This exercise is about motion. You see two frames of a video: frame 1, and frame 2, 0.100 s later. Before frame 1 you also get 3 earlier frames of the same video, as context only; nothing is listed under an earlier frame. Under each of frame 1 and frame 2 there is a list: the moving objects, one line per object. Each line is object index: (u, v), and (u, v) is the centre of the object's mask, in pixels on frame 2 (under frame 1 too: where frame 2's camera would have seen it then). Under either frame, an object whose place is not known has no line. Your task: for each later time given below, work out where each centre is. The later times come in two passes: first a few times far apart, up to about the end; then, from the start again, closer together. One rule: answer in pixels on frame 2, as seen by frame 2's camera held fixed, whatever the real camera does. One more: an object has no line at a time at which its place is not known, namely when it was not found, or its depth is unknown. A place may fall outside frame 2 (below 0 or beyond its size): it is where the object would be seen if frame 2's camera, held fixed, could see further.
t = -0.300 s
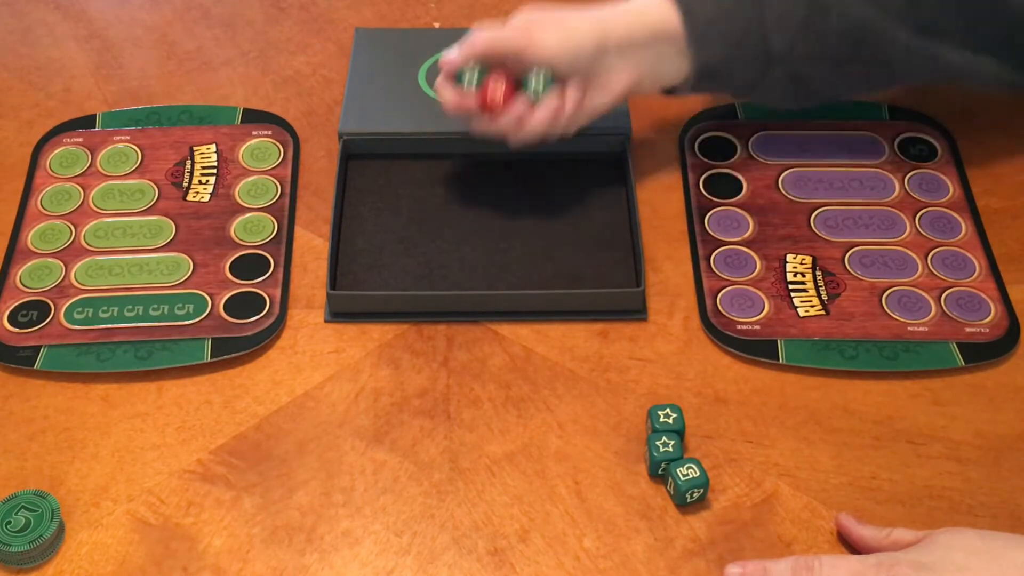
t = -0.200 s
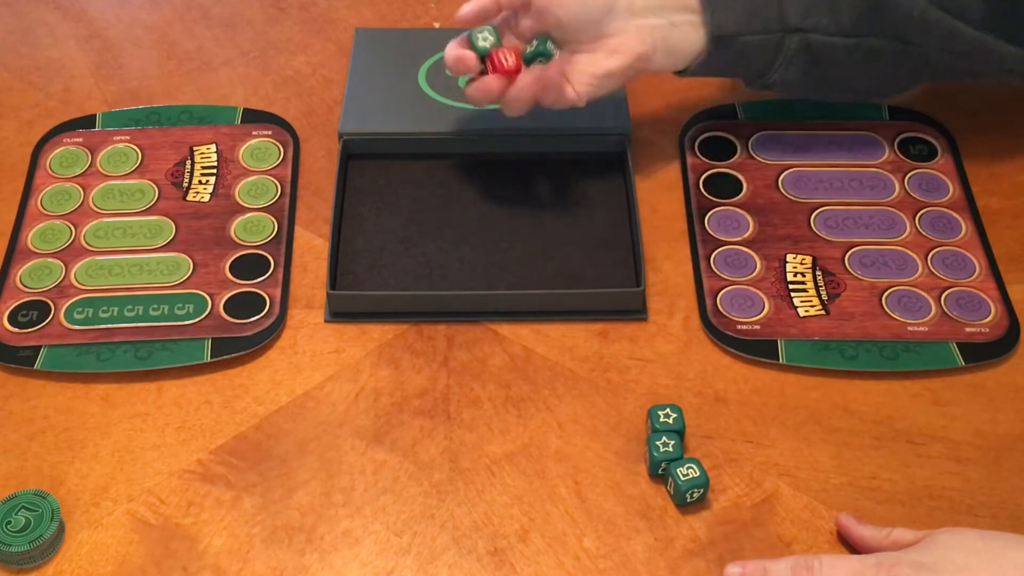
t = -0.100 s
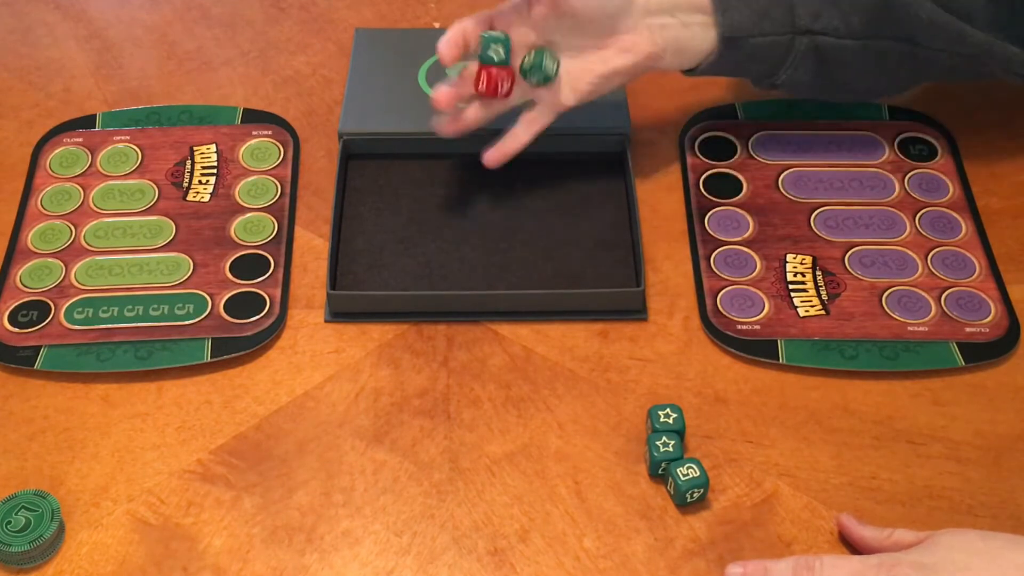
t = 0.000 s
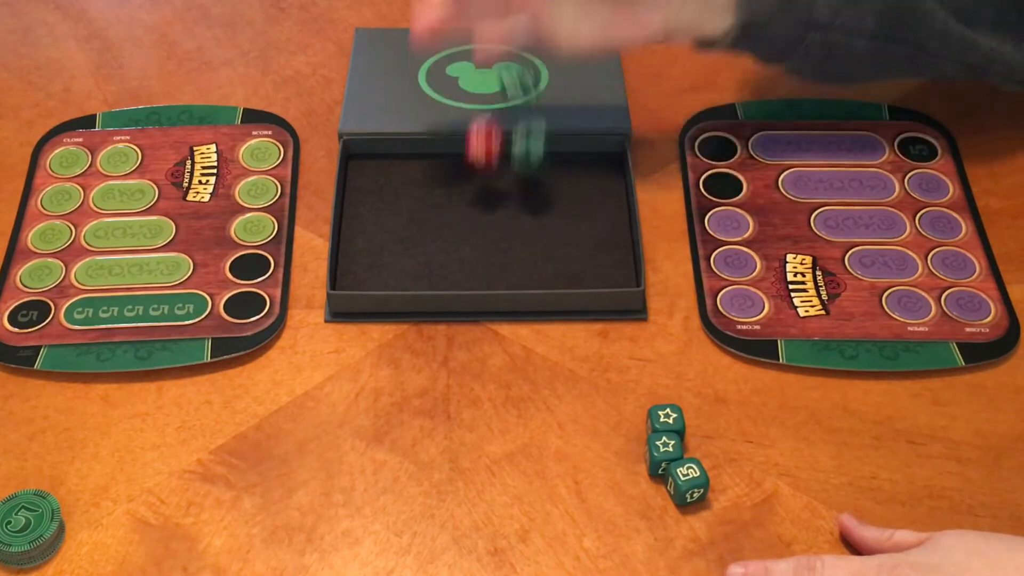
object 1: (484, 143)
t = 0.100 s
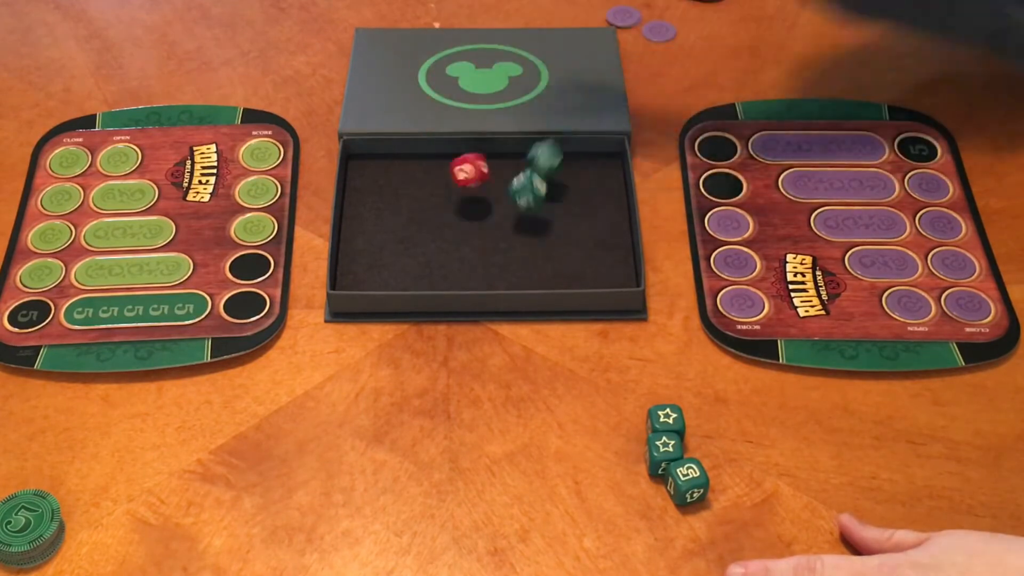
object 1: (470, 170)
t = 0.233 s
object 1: (445, 191)
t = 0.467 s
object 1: (432, 185)
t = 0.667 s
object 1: (432, 185)
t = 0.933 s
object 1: (432, 185)
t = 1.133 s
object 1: (432, 185)
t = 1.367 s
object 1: (432, 185)
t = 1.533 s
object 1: (432, 185)
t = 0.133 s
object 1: (465, 179)
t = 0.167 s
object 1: (459, 188)
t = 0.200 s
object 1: (452, 186)
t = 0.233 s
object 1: (445, 191)
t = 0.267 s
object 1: (441, 187)
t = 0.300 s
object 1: (436, 190)
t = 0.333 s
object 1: (434, 187)
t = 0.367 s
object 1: (433, 187)
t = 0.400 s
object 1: (432, 185)
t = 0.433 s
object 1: (432, 185)
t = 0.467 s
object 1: (432, 185)
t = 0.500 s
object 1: (432, 185)
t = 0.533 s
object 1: (432, 185)
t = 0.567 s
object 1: (432, 185)
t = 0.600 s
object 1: (432, 185)
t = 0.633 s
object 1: (432, 185)
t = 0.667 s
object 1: (432, 185)
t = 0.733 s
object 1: (432, 185)
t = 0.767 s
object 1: (432, 185)
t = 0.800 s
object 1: (432, 185)
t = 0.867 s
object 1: (432, 185)
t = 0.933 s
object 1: (432, 185)
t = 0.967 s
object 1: (432, 185)
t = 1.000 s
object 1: (432, 185)
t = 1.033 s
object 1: (432, 185)
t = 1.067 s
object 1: (432, 185)
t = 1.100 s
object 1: (432, 185)
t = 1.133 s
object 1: (432, 185)
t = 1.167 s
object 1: (432, 185)
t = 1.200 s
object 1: (432, 185)
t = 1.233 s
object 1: (432, 185)
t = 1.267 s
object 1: (432, 185)
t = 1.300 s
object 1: (432, 185)
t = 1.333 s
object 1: (432, 185)
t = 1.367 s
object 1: (432, 185)
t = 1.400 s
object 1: (432, 185)
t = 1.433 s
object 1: (432, 185)
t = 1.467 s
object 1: (432, 185)
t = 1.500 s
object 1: (432, 185)
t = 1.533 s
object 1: (432, 185)
